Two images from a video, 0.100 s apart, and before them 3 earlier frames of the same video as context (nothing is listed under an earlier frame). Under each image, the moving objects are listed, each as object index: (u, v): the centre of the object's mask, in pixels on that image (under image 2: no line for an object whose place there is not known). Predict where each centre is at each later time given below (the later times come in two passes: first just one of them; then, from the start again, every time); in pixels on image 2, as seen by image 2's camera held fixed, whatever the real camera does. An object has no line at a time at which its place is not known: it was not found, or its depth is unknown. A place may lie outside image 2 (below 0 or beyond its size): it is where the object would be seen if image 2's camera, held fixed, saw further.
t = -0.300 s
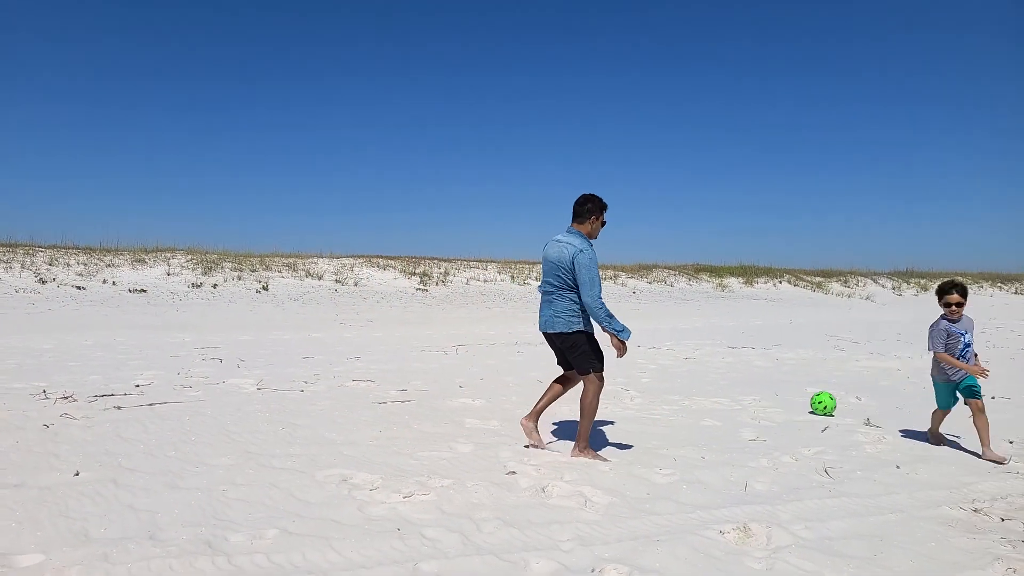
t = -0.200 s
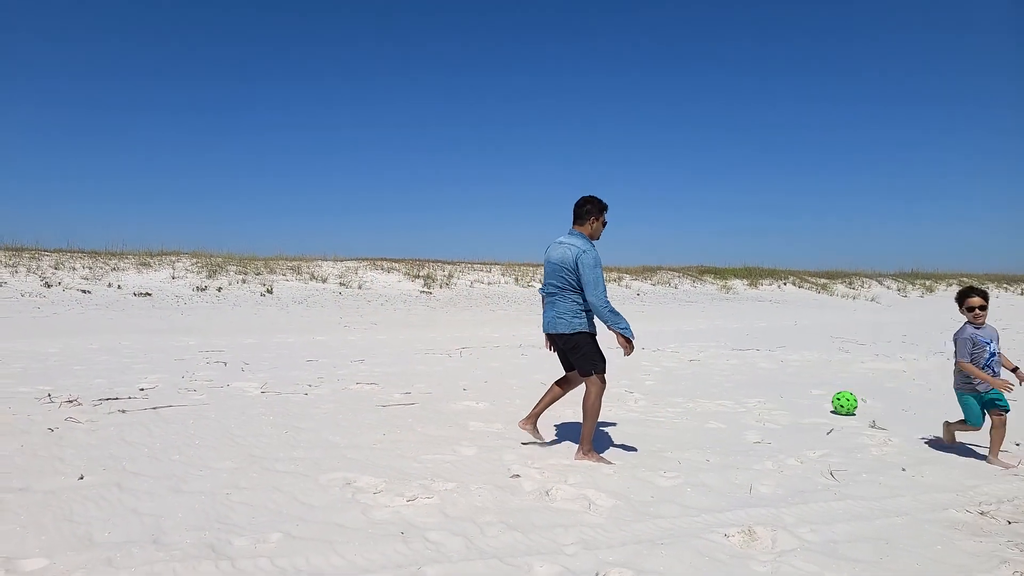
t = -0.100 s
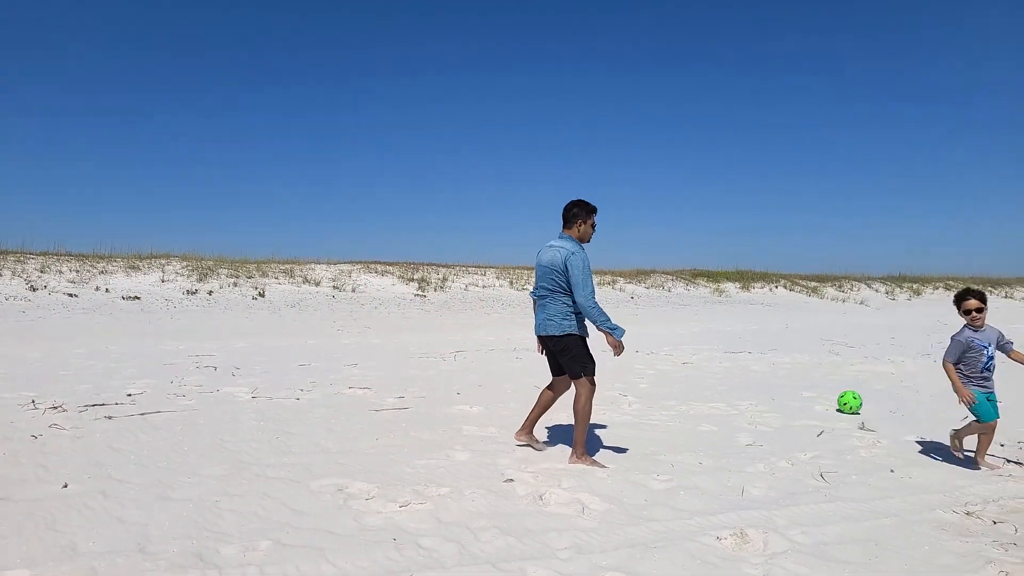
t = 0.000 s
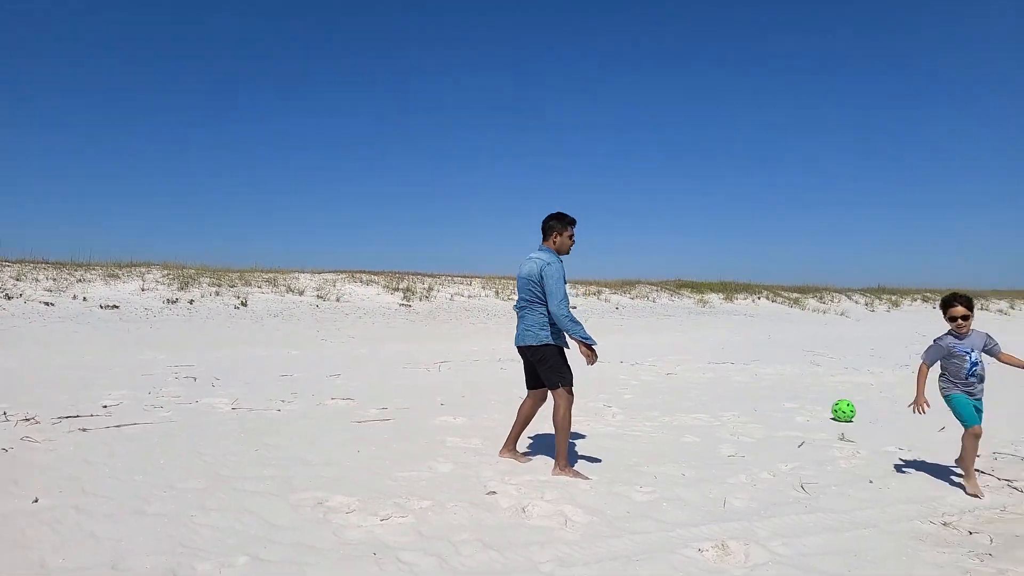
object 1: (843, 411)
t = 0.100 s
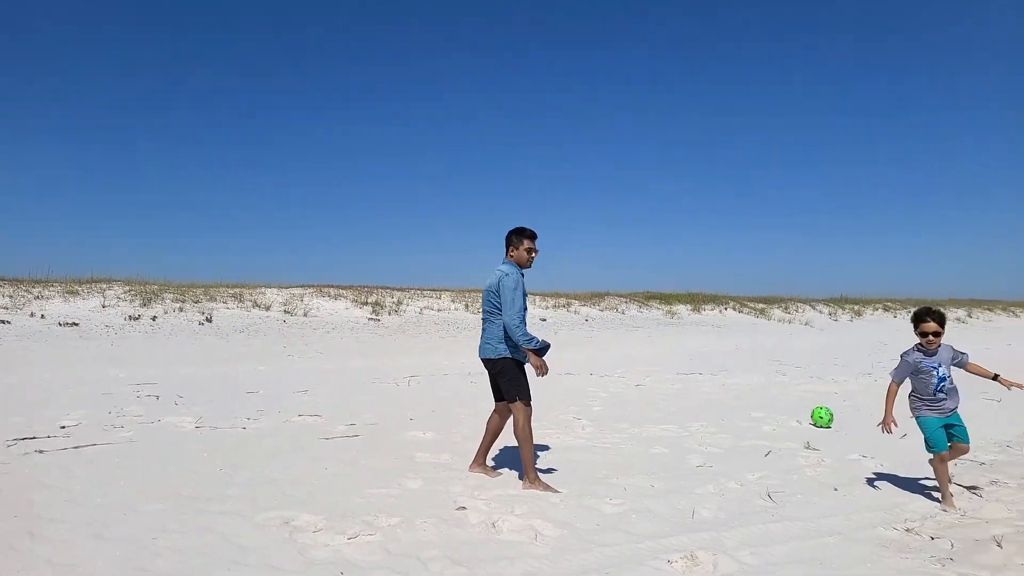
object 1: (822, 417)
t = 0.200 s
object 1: (830, 416)
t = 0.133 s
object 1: (825, 416)
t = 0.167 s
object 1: (827, 416)
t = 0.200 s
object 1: (830, 416)
